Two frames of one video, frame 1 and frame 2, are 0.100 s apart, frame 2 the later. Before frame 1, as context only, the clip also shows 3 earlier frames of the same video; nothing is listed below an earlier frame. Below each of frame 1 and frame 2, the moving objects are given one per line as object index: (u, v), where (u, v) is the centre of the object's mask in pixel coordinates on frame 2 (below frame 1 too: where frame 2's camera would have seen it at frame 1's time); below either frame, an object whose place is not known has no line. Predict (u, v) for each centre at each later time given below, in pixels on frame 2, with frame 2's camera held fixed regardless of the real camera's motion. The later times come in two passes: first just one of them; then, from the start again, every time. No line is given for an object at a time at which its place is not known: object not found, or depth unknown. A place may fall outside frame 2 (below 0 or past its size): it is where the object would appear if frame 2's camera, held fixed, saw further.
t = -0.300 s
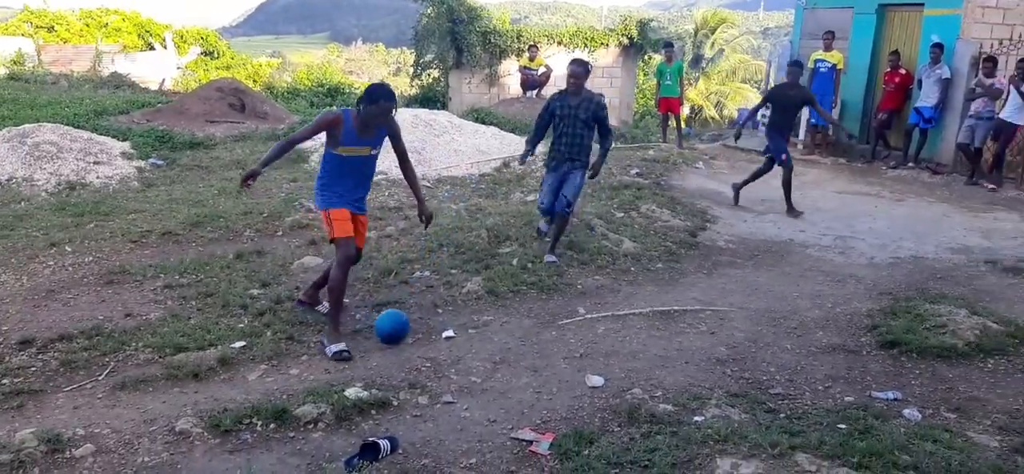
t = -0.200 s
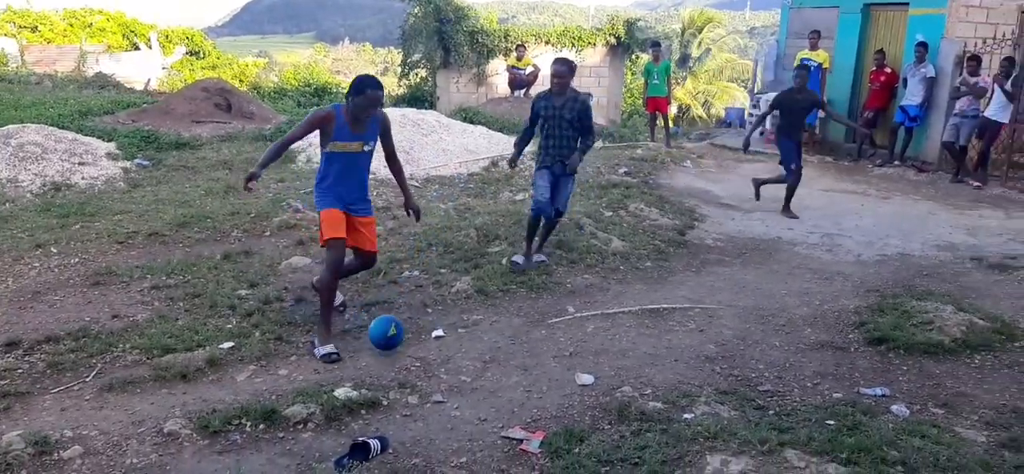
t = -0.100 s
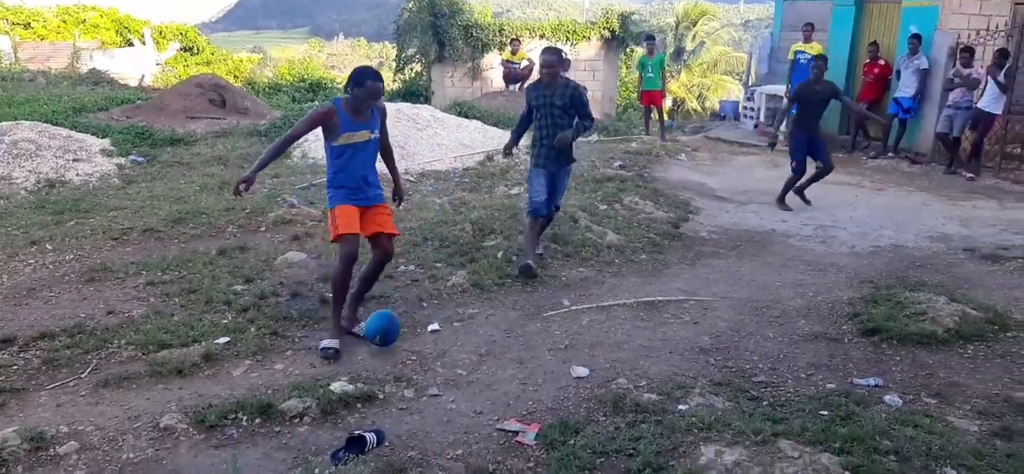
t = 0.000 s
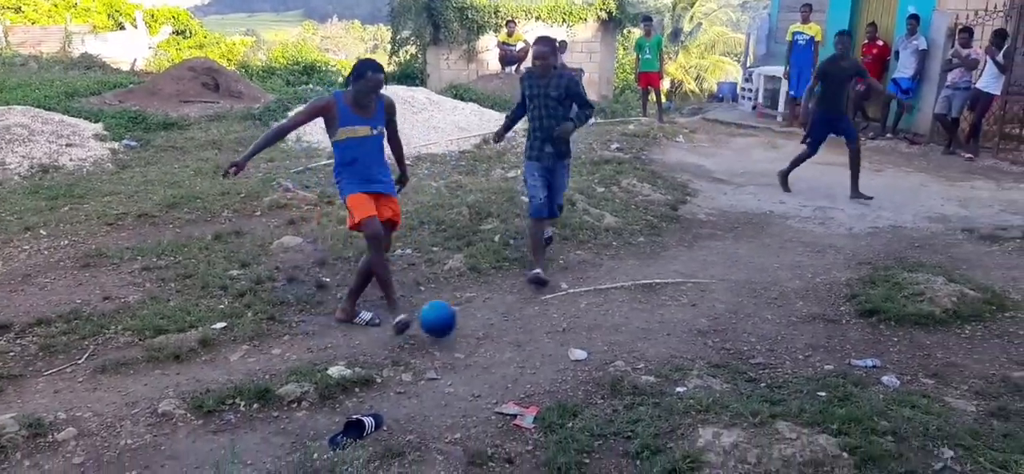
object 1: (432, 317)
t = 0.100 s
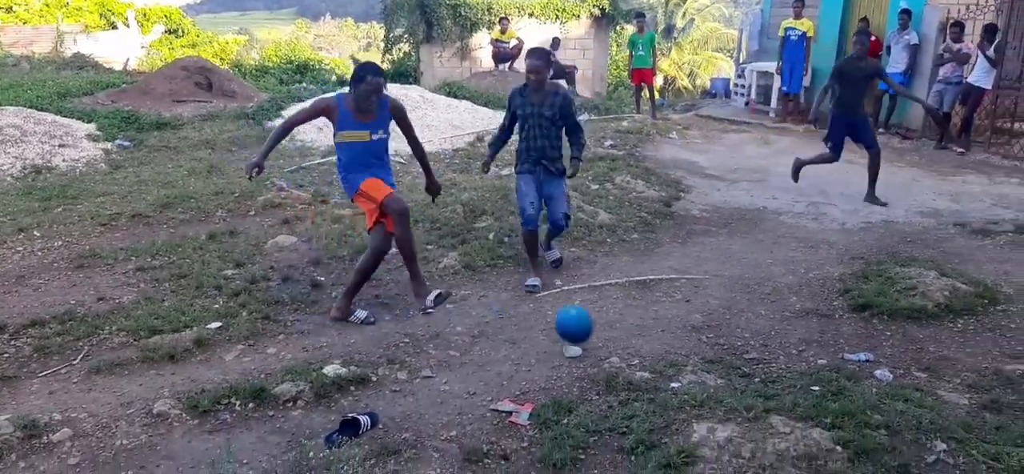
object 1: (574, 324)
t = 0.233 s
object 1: (767, 347)
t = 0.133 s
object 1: (623, 330)
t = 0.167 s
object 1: (675, 340)
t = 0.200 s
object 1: (725, 348)
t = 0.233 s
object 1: (767, 347)
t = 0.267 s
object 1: (808, 347)
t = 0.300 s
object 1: (851, 348)
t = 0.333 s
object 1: (894, 351)
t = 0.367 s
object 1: (937, 358)
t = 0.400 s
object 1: (979, 364)
